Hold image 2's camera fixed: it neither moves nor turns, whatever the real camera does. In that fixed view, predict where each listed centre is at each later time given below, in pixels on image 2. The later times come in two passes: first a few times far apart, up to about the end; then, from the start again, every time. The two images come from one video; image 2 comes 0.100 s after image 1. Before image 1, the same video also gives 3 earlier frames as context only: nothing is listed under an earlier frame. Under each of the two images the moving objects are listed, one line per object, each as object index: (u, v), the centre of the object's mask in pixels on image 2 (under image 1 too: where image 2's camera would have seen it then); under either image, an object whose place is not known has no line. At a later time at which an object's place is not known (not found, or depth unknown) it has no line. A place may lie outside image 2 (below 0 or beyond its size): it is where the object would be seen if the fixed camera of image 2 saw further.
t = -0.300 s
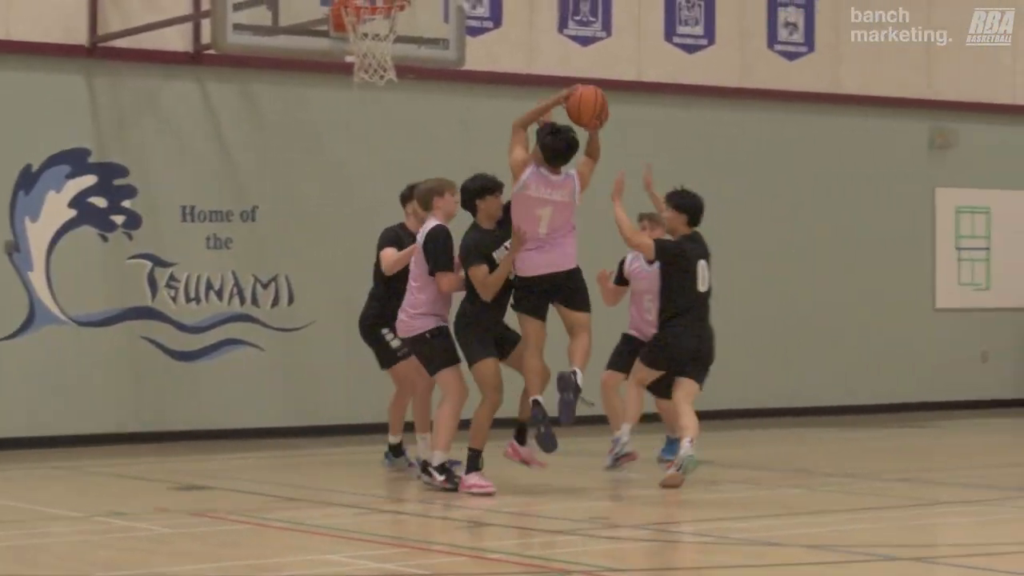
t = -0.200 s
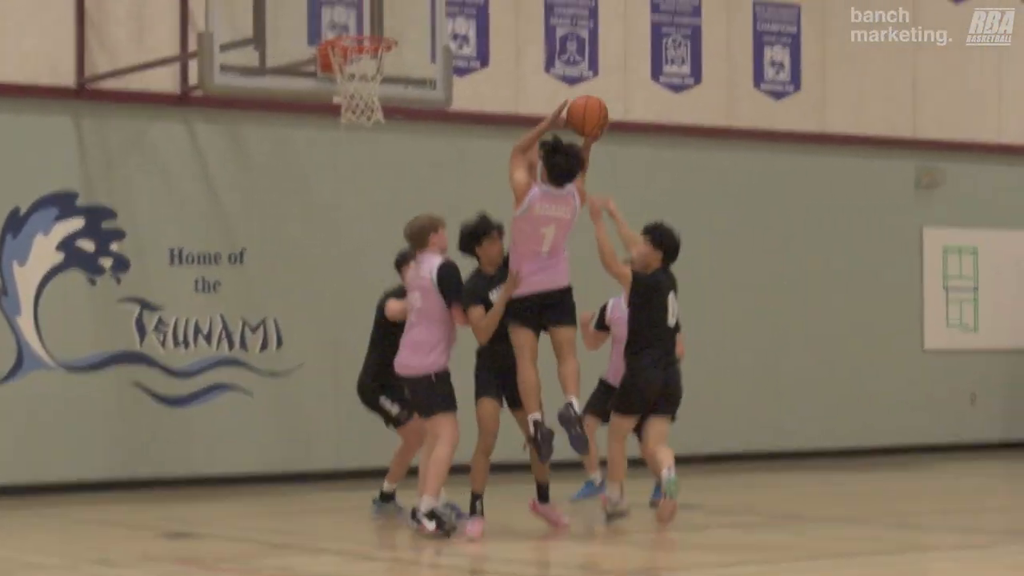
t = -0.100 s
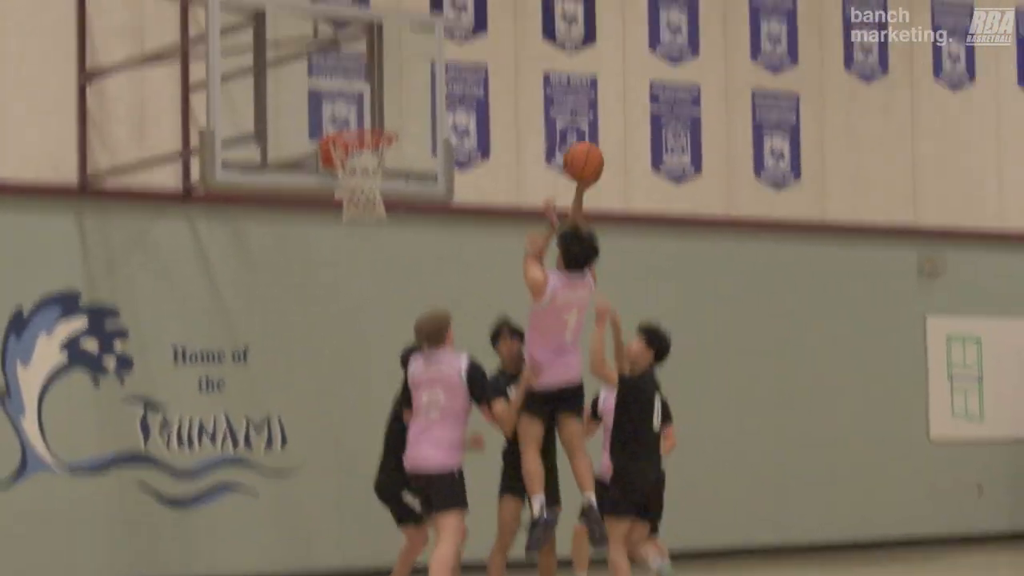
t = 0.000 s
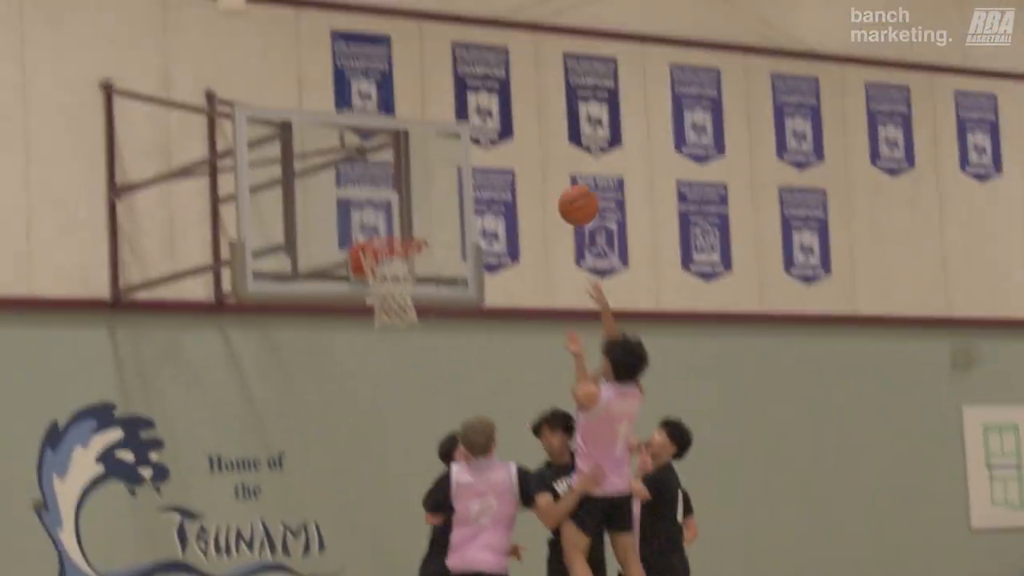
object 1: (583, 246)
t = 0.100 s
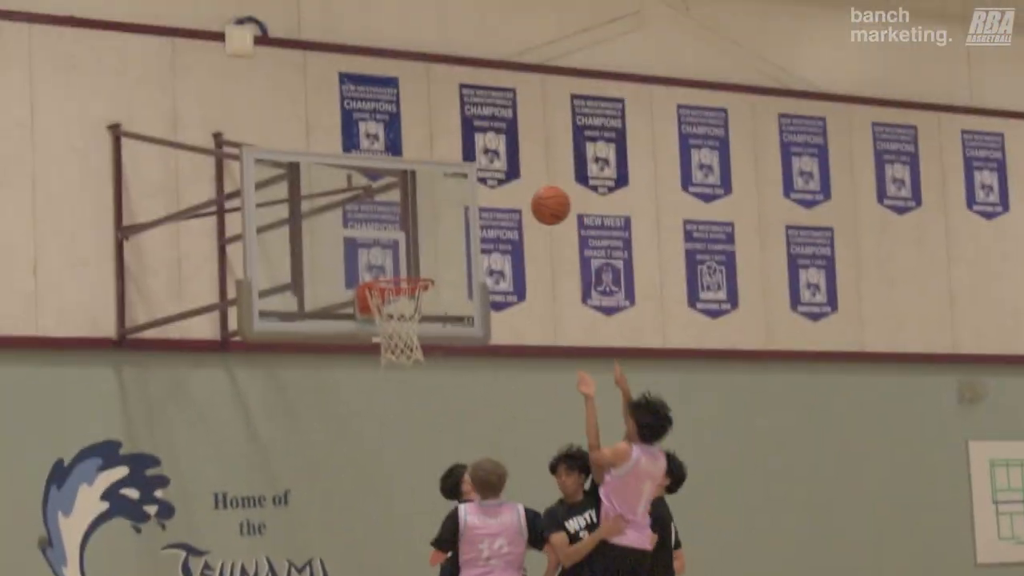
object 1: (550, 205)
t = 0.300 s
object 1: (488, 179)
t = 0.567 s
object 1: (416, 236)
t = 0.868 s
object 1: (382, 335)
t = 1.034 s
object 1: (394, 376)
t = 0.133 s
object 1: (539, 197)
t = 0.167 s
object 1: (529, 190)
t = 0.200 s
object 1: (519, 184)
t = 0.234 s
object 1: (508, 180)
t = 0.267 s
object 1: (498, 178)
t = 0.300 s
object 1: (488, 179)
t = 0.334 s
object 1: (479, 180)
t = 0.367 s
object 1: (469, 184)
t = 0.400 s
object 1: (460, 188)
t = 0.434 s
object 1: (450, 195)
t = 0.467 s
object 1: (442, 203)
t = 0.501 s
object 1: (433, 212)
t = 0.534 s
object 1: (425, 224)
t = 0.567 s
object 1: (416, 236)
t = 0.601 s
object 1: (407, 251)
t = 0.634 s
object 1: (399, 264)
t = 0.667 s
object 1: (390, 273)
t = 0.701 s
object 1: (382, 300)
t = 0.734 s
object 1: (379, 314)
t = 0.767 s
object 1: (378, 322)
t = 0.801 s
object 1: (378, 327)
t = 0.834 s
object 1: (379, 329)
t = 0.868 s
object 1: (382, 335)
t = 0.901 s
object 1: (385, 339)
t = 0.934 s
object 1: (387, 346)
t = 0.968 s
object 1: (389, 355)
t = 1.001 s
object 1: (392, 363)
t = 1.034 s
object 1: (394, 376)
